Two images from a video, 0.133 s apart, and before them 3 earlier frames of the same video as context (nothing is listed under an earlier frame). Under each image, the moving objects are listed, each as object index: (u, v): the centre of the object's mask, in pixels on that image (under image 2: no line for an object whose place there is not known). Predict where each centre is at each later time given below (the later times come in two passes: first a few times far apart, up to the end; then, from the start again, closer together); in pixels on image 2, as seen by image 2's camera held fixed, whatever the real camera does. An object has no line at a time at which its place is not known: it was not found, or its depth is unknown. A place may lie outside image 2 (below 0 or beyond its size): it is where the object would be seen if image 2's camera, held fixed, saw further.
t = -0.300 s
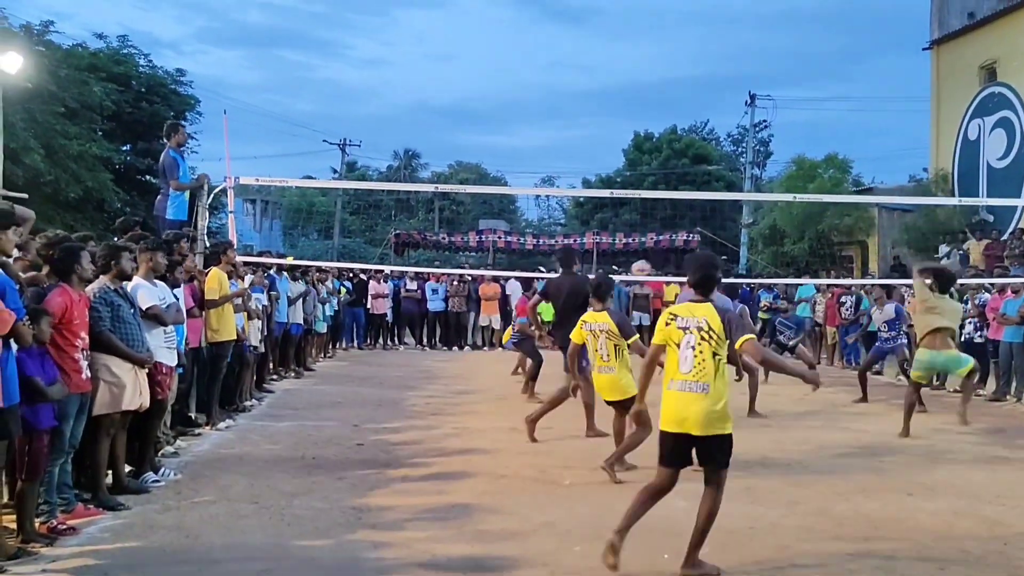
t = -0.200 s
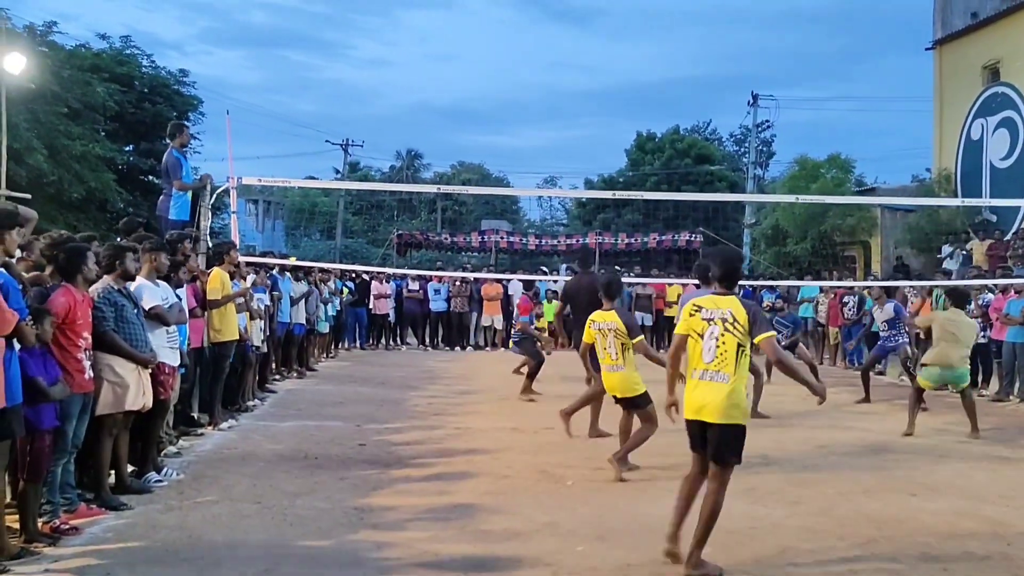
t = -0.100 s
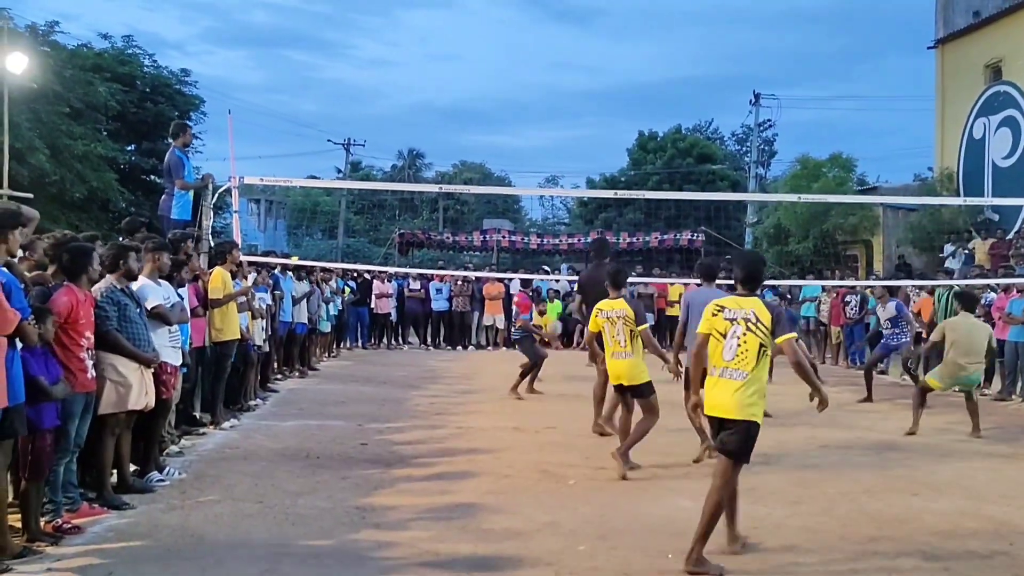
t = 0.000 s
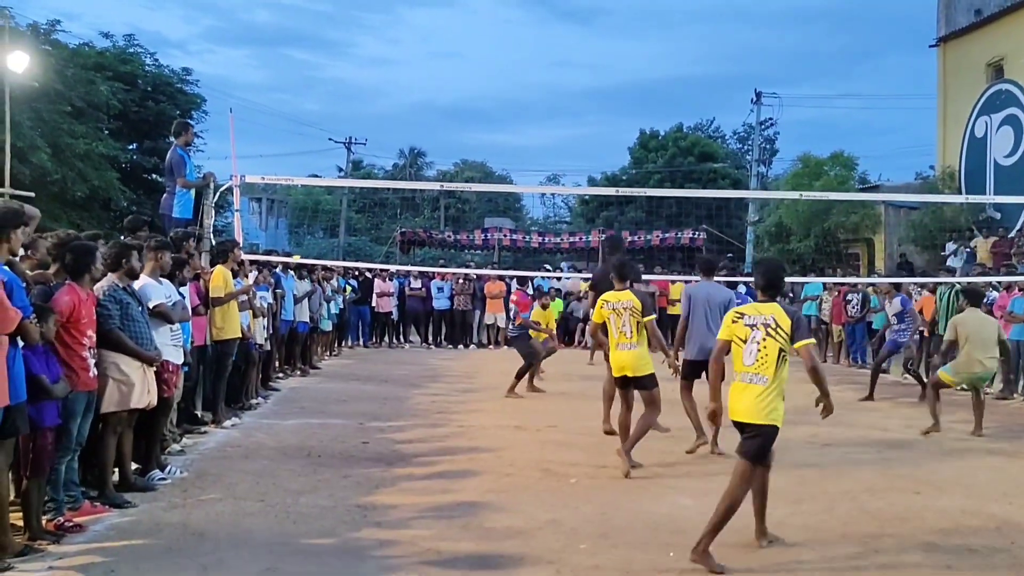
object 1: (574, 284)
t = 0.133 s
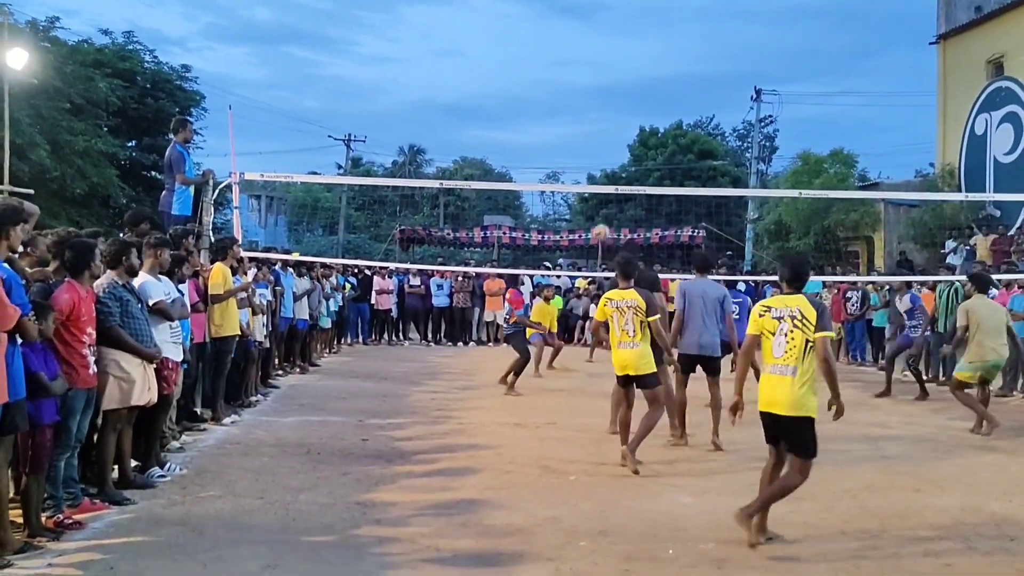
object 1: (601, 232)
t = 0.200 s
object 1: (613, 214)
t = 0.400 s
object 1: (655, 169)
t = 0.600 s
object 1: (701, 151)
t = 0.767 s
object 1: (739, 158)
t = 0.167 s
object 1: (605, 225)
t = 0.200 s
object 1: (613, 214)
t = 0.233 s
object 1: (621, 203)
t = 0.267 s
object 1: (625, 199)
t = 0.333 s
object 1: (642, 179)
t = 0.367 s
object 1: (646, 176)
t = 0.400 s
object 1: (655, 169)
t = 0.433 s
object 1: (664, 163)
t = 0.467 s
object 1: (669, 161)
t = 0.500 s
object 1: (678, 157)
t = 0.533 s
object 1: (687, 153)
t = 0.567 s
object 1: (692, 152)
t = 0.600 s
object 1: (701, 151)
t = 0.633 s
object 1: (710, 151)
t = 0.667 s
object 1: (715, 152)
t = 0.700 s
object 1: (724, 153)
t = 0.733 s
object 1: (734, 157)
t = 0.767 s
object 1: (739, 158)
